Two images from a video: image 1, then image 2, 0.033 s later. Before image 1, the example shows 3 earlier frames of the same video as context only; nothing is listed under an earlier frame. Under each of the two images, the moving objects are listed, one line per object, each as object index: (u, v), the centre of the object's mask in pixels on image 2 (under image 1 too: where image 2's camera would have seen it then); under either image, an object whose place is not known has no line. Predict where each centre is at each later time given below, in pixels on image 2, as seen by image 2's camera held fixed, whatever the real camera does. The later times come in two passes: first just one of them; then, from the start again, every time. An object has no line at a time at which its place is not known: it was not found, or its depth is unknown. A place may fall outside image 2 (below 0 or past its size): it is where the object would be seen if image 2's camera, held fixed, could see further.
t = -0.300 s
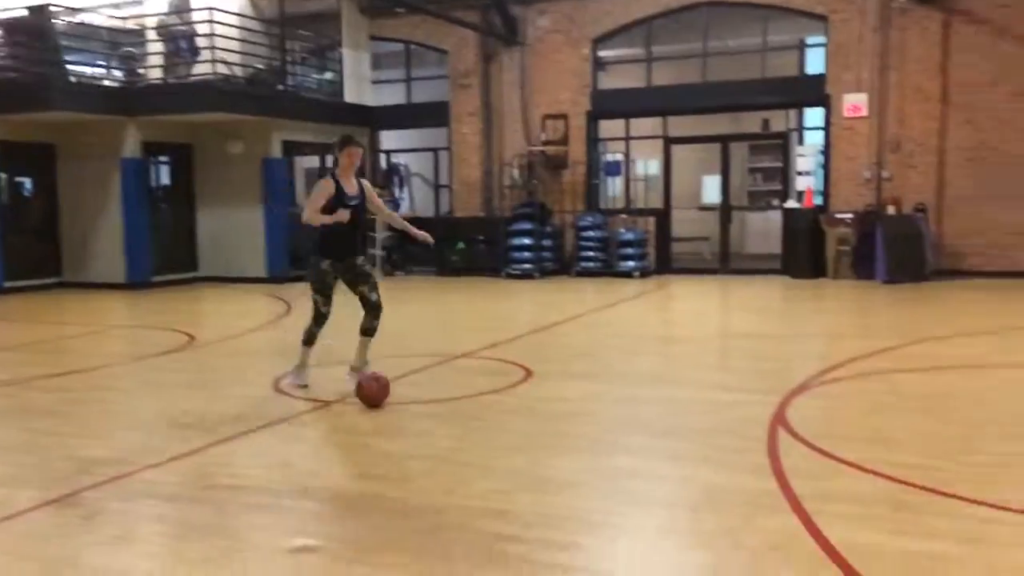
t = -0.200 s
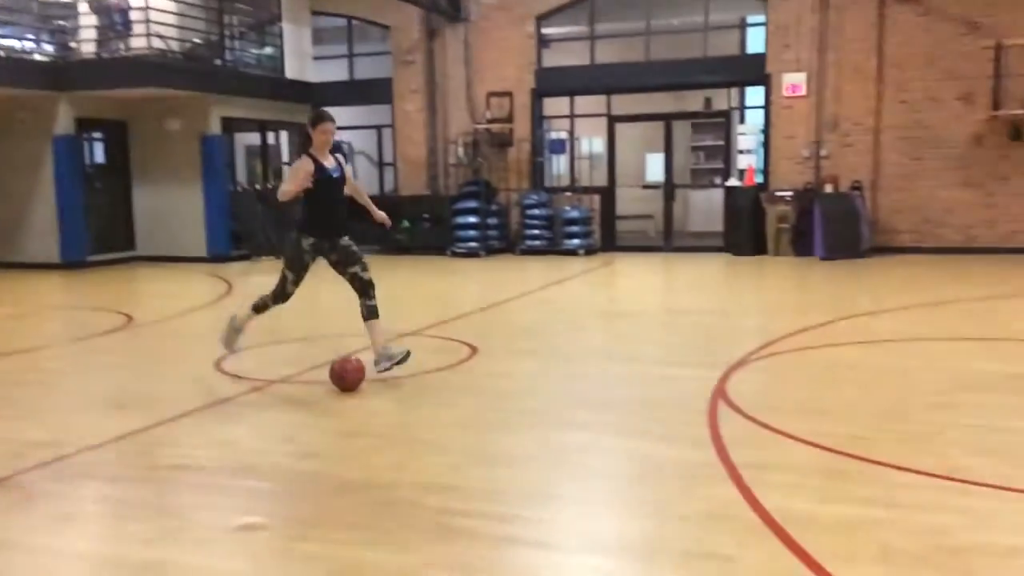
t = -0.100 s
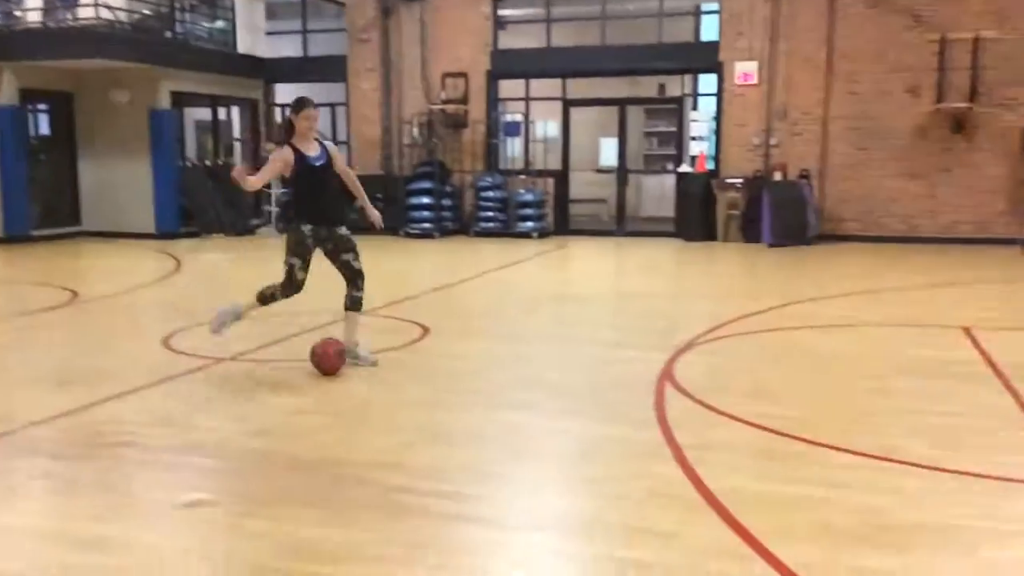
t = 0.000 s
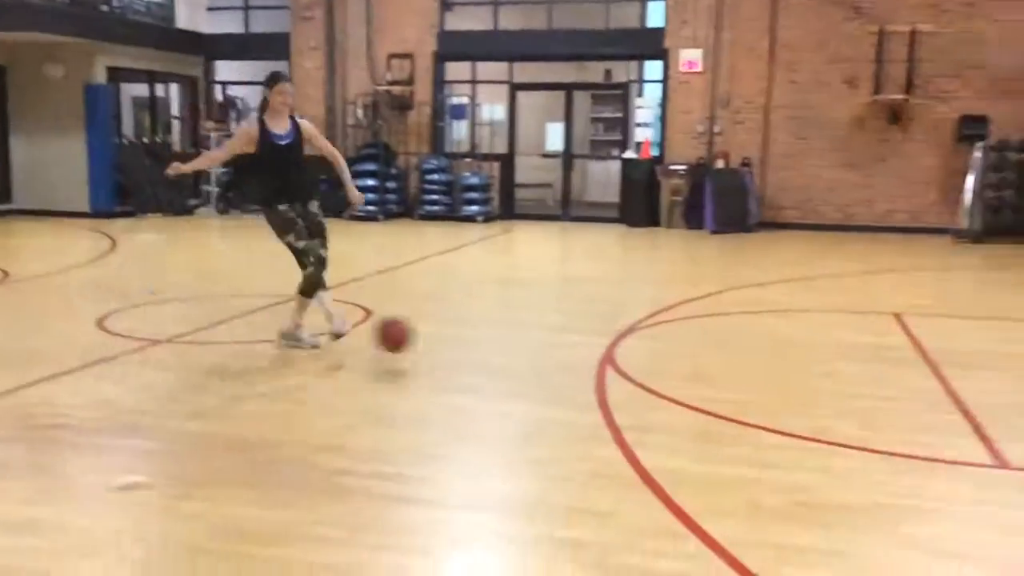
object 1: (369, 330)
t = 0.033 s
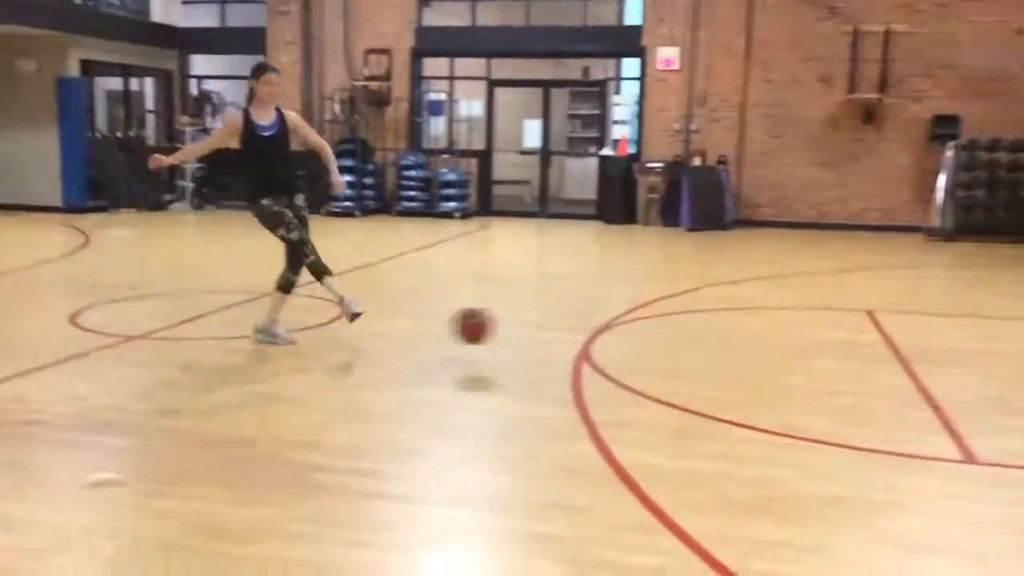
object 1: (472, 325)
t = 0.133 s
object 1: (801, 322)
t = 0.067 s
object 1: (579, 322)
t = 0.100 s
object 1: (689, 321)
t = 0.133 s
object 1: (801, 322)
